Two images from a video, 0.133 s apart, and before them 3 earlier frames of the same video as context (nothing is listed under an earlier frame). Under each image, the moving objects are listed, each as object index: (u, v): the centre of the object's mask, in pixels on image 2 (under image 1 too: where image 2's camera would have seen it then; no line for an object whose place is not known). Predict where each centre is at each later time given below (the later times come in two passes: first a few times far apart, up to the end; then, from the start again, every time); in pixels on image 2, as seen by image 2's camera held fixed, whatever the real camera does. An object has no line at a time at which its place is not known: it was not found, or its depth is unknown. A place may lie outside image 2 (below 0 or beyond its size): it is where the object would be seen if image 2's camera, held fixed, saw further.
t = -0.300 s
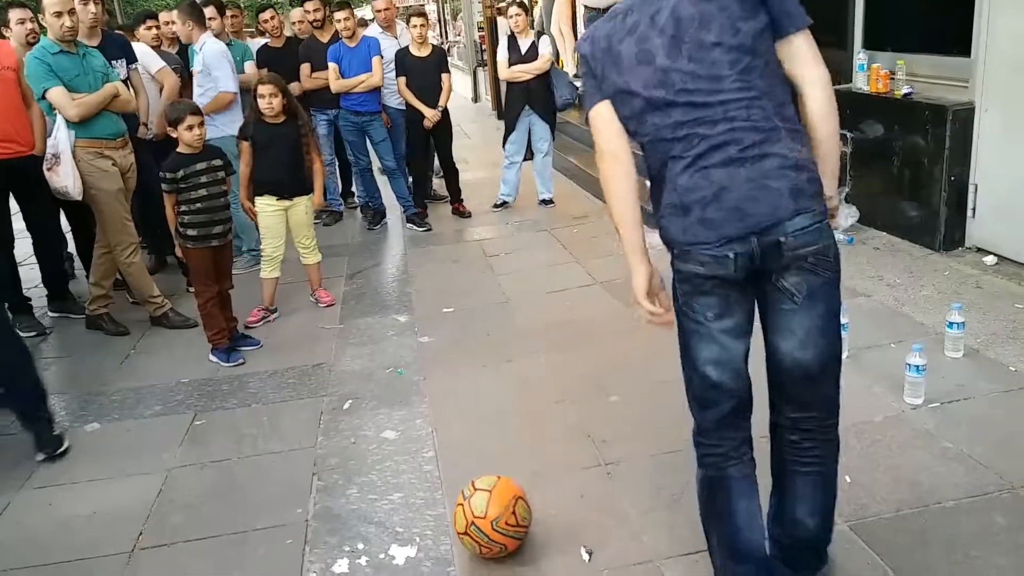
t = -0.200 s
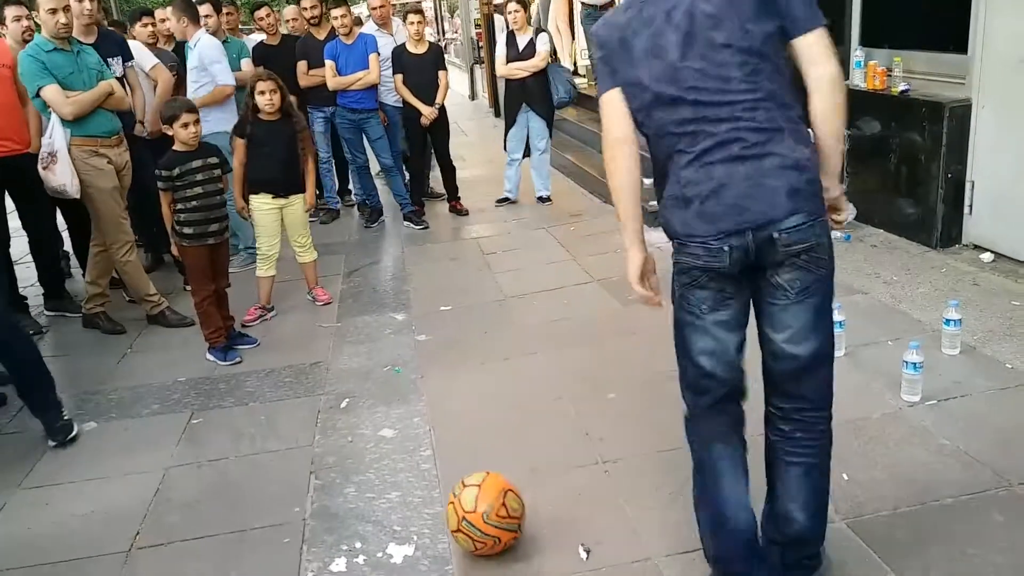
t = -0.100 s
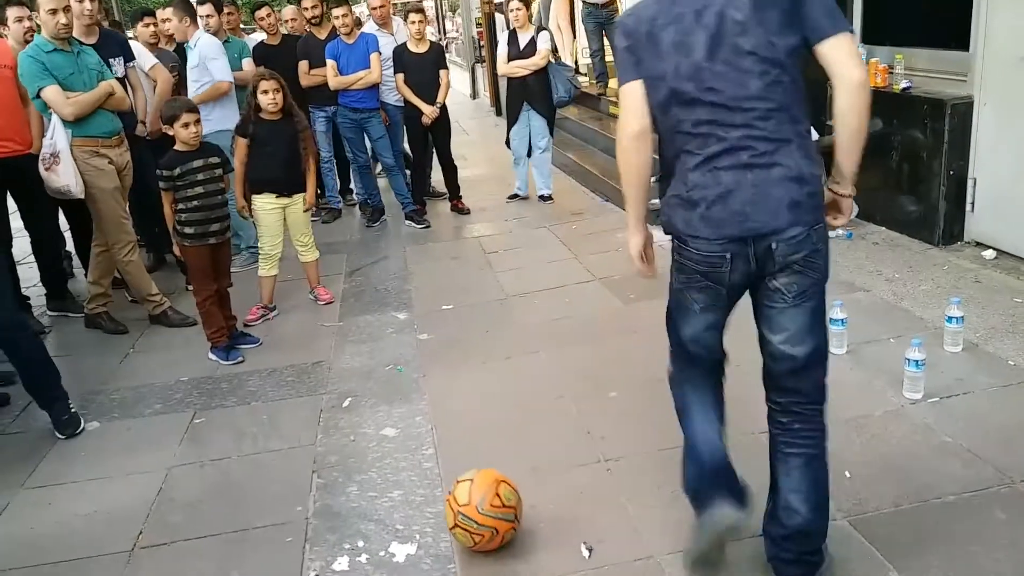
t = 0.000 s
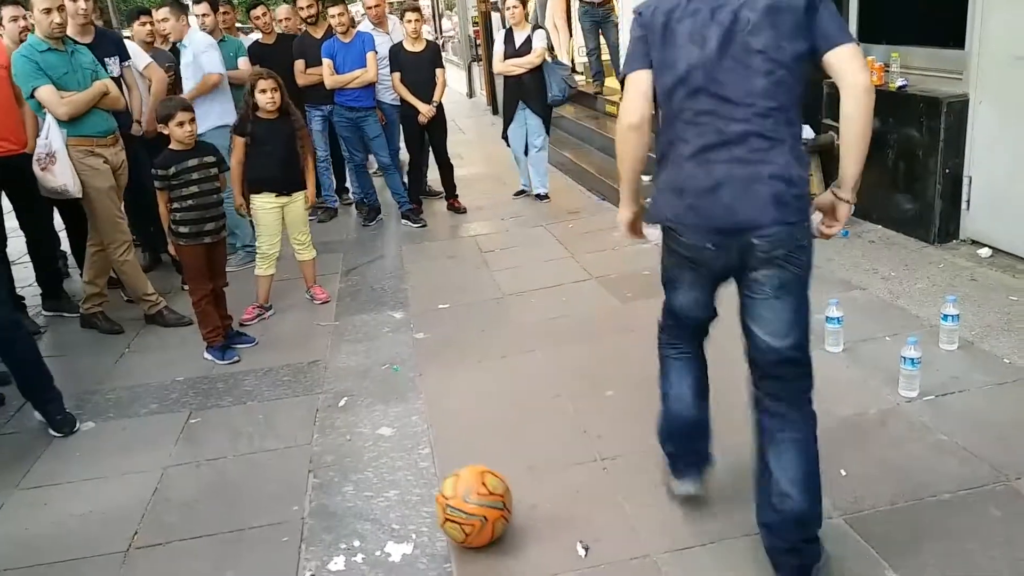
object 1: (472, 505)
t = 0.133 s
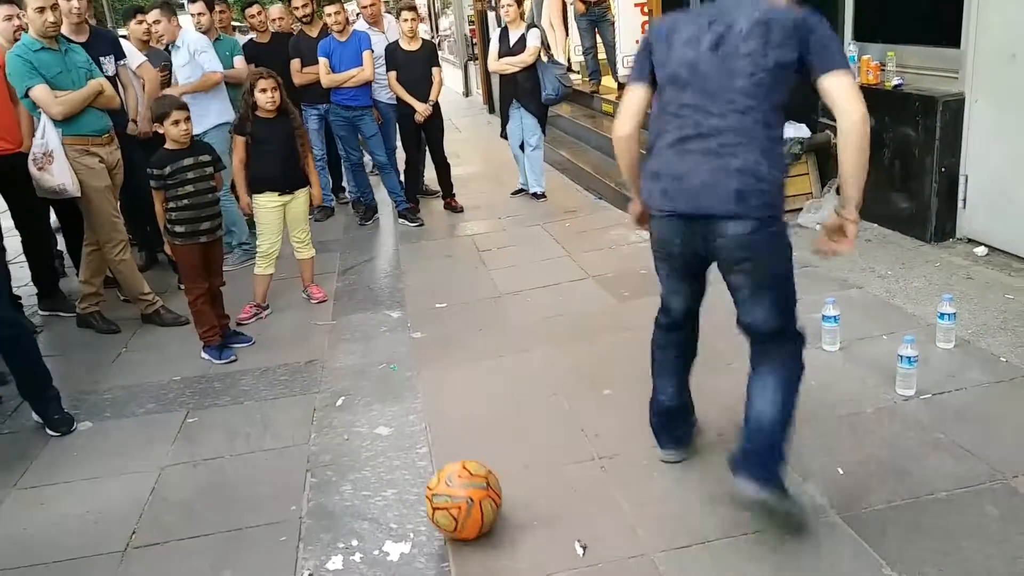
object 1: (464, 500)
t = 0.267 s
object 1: (456, 494)
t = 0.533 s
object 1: (440, 479)
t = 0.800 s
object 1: (425, 465)
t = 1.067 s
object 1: (410, 454)
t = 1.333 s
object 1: (397, 442)
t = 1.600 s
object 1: (382, 432)
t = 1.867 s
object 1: (367, 418)
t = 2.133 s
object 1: (353, 402)
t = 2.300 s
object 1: (345, 393)
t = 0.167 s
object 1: (462, 499)
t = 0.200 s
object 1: (460, 497)
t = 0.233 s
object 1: (458, 496)
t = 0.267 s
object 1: (456, 494)
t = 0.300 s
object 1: (453, 493)
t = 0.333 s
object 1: (450, 491)
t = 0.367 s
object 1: (449, 489)
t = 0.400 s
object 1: (446, 487)
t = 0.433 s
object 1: (444, 485)
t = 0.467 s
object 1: (443, 483)
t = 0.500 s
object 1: (441, 481)
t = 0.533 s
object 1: (440, 479)
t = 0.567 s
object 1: (438, 477)
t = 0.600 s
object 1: (436, 476)
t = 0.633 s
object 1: (435, 474)
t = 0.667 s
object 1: (432, 472)
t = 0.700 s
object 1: (430, 470)
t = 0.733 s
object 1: (429, 469)
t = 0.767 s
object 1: (427, 467)
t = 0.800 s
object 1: (425, 465)
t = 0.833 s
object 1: (424, 464)
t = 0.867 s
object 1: (421, 462)
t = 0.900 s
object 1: (420, 460)
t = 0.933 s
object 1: (417, 459)
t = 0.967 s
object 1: (415, 458)
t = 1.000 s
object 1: (414, 455)
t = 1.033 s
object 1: (411, 454)
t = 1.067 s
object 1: (410, 454)
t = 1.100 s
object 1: (409, 452)
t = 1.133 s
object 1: (407, 450)
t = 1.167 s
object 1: (406, 449)
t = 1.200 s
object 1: (404, 448)
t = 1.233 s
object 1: (403, 447)
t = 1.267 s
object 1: (401, 446)
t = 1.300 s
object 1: (398, 443)
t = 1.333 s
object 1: (397, 442)
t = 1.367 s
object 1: (396, 442)
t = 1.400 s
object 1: (393, 440)
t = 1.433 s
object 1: (391, 439)
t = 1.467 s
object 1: (389, 438)
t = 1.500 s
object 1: (388, 436)
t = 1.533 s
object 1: (386, 435)
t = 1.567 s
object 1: (384, 433)
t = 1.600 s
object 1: (382, 432)
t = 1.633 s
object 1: (380, 429)
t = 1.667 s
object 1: (378, 428)
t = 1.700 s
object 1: (376, 427)
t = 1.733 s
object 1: (375, 426)
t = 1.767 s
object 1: (373, 424)
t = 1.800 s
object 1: (370, 422)
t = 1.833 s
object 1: (369, 421)
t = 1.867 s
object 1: (367, 418)
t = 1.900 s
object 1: (365, 417)
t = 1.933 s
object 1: (363, 414)
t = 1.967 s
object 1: (361, 412)
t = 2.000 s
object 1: (360, 410)
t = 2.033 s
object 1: (358, 408)
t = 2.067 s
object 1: (356, 406)
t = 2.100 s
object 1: (354, 404)
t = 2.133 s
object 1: (353, 402)
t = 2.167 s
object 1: (351, 400)
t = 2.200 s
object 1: (350, 398)
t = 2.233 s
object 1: (348, 396)
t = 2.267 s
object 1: (347, 395)
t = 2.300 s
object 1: (345, 393)
